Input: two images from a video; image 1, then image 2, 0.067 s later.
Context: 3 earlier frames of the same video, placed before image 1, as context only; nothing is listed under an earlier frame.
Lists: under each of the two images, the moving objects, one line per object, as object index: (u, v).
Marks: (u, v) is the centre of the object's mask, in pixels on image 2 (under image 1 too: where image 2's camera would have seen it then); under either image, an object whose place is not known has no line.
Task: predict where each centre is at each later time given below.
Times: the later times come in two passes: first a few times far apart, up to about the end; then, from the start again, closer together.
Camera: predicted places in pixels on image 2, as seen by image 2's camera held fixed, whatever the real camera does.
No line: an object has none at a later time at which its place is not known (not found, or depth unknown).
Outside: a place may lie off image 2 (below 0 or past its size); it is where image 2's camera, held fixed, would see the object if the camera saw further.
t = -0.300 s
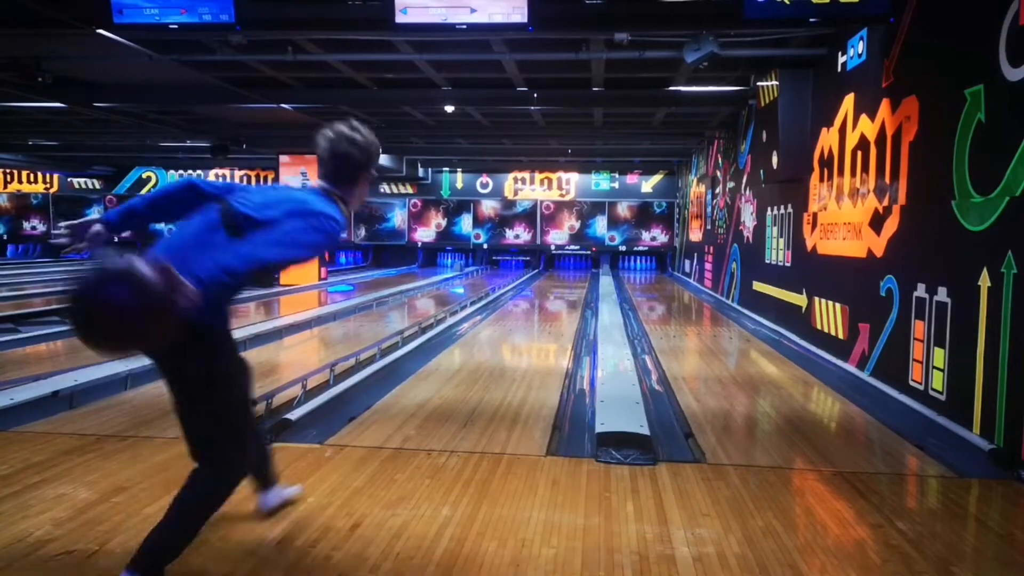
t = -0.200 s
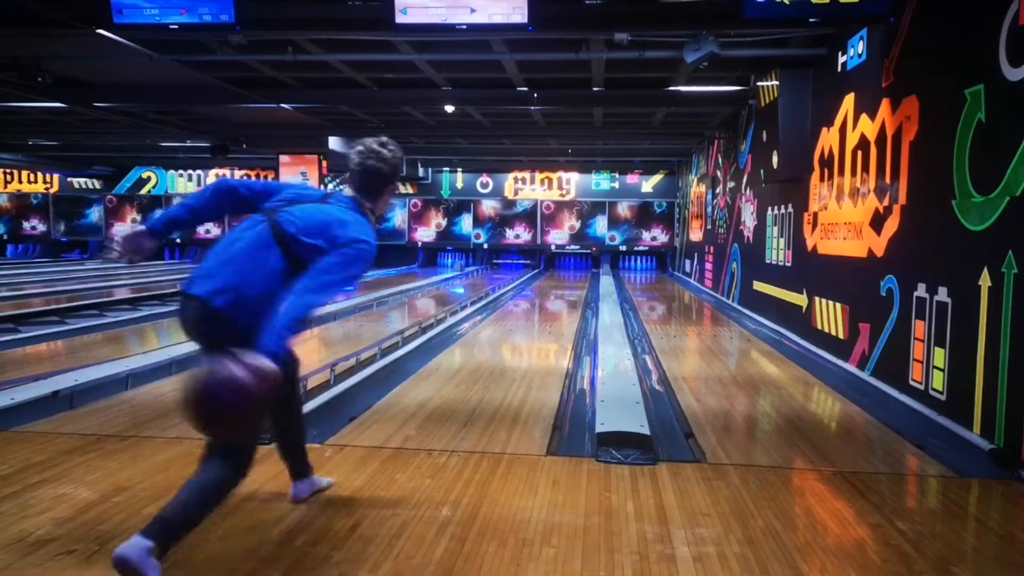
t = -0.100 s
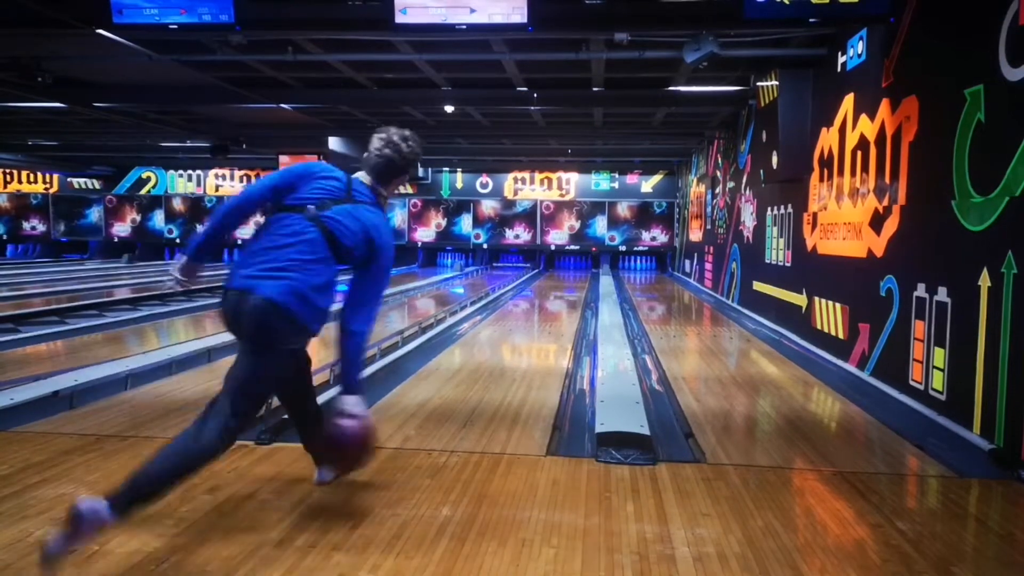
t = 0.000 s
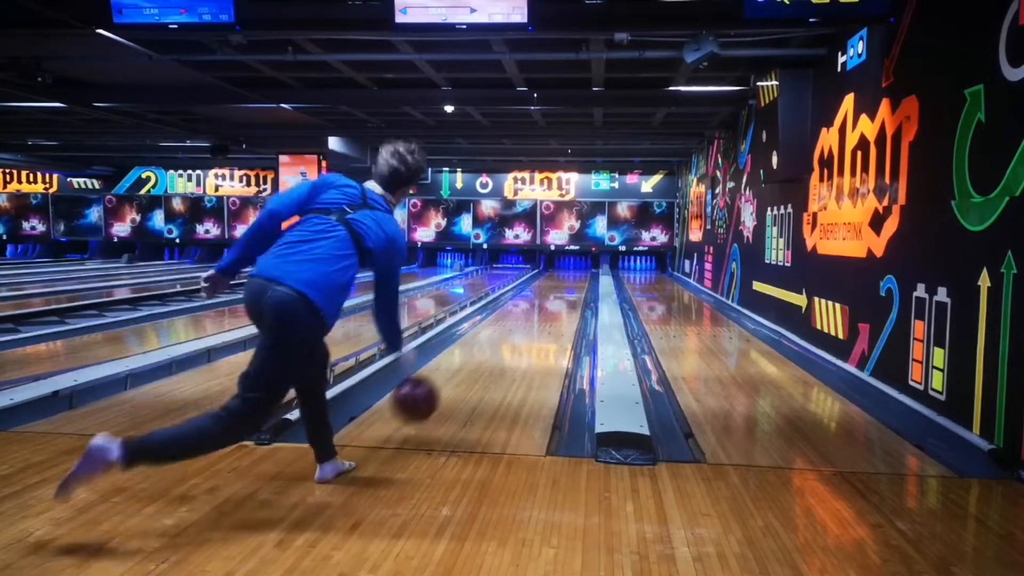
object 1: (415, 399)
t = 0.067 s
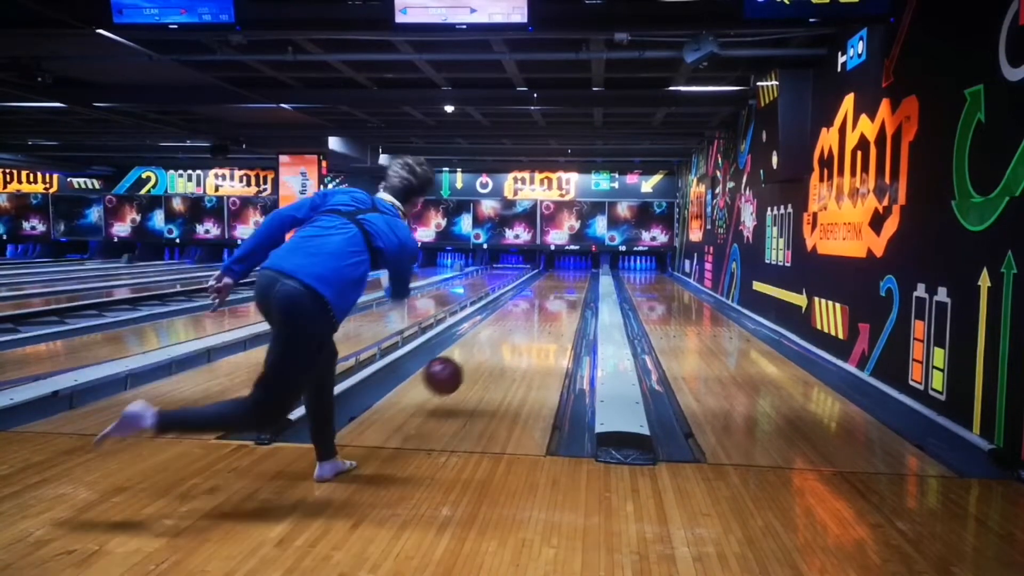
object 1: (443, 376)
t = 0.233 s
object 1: (487, 355)
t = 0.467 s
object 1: (520, 323)
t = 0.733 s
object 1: (543, 304)
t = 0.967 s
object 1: (551, 292)
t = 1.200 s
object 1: (558, 283)
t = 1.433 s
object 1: (562, 277)
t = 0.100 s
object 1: (454, 369)
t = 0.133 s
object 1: (464, 365)
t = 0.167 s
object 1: (473, 363)
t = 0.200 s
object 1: (480, 363)
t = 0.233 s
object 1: (487, 355)
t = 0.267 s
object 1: (493, 349)
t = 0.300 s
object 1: (499, 344)
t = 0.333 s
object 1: (503, 339)
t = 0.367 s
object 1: (508, 334)
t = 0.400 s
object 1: (512, 330)
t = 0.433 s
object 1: (516, 326)
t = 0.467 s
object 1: (520, 323)
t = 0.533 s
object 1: (526, 316)
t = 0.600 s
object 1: (532, 311)
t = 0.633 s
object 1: (534, 308)
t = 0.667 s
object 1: (540, 304)
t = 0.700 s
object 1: (544, 303)
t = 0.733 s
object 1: (543, 304)
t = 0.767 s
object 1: (543, 301)
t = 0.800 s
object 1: (543, 299)
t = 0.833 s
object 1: (545, 297)
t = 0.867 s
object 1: (547, 296)
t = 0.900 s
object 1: (548, 294)
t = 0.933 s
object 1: (550, 293)
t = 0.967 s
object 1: (551, 292)
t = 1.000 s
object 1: (552, 290)
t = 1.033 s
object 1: (553, 289)
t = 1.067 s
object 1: (554, 288)
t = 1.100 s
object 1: (555, 287)
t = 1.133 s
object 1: (556, 286)
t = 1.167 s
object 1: (557, 284)
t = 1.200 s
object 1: (558, 283)
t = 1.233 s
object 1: (558, 282)
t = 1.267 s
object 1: (559, 281)
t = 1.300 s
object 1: (560, 280)
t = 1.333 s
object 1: (560, 280)
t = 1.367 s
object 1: (561, 279)
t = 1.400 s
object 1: (561, 278)
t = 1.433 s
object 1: (562, 277)
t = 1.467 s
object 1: (562, 277)
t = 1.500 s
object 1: (563, 276)
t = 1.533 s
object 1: (563, 276)
